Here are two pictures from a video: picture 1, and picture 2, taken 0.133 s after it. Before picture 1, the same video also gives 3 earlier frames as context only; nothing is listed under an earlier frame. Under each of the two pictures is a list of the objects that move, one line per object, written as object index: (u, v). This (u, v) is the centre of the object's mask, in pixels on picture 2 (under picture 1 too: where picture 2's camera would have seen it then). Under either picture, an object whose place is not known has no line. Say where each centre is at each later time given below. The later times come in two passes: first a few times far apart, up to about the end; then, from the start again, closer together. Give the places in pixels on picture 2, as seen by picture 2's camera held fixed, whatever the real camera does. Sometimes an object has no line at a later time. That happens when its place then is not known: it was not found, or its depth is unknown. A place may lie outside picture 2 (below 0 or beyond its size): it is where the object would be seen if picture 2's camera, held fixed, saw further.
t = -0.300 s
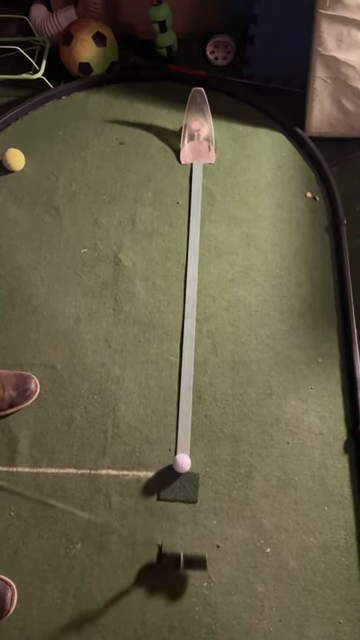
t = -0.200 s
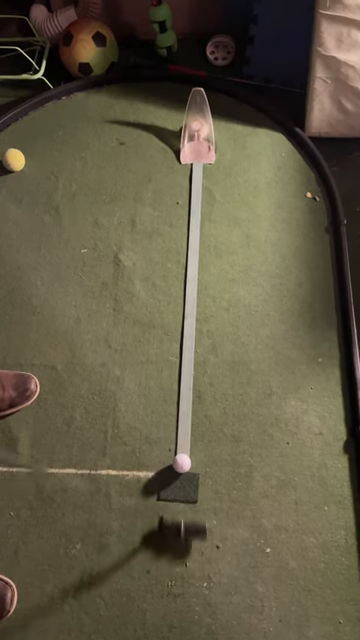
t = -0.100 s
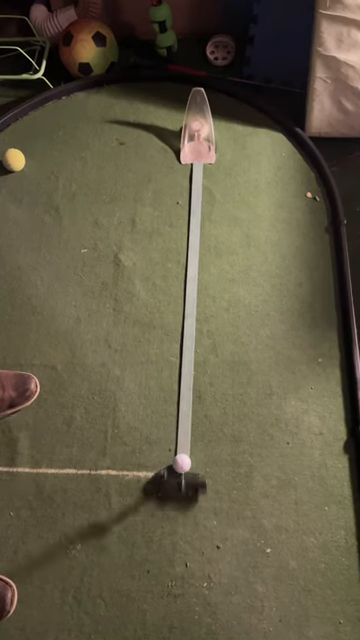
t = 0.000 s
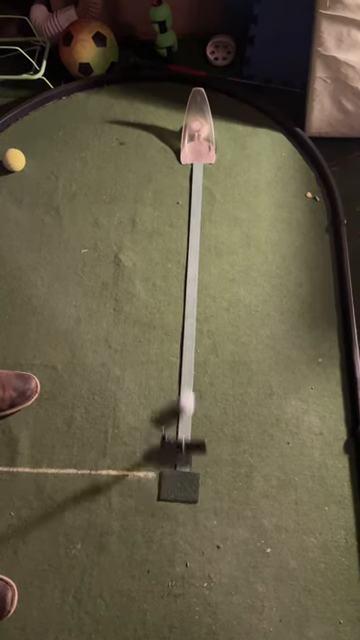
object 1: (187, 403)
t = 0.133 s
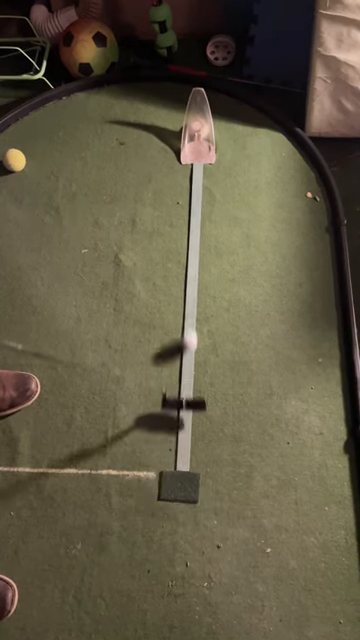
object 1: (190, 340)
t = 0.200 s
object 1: (191, 313)
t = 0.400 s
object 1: (194, 237)
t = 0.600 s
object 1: (197, 173)
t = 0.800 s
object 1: (198, 119)
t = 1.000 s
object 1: (203, 133)
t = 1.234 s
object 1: (207, 183)
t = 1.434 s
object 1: (217, 220)
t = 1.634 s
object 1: (228, 256)
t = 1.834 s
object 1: (238, 288)
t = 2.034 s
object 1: (248, 319)
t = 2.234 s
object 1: (256, 346)
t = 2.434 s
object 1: (263, 370)
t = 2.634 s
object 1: (267, 389)
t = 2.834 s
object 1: (271, 403)
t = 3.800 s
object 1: (273, 415)
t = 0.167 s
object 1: (191, 325)
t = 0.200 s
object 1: (191, 313)
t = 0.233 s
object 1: (192, 300)
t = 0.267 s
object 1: (193, 287)
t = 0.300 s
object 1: (193, 274)
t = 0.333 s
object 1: (193, 263)
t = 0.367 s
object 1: (194, 249)
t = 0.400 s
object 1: (194, 237)
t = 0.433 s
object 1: (195, 227)
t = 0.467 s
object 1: (195, 217)
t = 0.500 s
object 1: (196, 205)
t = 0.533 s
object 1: (195, 194)
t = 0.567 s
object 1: (196, 184)
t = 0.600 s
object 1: (197, 173)
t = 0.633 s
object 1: (197, 163)
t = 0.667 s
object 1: (196, 155)
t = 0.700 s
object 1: (197, 144)
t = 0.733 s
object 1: (196, 135)
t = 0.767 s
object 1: (199, 126)
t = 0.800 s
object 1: (198, 119)
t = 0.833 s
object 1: (200, 116)
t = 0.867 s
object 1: (200, 116)
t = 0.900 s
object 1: (202, 117)
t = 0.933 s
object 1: (202, 120)
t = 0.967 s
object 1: (204, 126)
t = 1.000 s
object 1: (203, 133)
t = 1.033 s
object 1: (204, 142)
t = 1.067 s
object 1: (204, 149)
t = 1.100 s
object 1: (203, 156)
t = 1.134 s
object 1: (203, 163)
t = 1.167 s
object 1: (204, 170)
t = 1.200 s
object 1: (205, 176)
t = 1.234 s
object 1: (207, 183)
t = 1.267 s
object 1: (209, 189)
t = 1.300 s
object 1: (211, 196)
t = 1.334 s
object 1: (213, 202)
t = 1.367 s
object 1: (214, 208)
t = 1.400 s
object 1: (216, 214)
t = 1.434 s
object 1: (217, 220)
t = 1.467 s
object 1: (219, 226)
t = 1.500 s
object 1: (221, 232)
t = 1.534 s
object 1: (222, 238)
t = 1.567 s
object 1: (224, 244)
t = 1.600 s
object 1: (226, 250)
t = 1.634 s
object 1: (228, 256)
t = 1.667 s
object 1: (230, 262)
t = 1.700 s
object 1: (231, 267)
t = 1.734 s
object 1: (233, 272)
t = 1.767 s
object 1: (235, 278)
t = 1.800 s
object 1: (236, 283)
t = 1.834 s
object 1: (238, 288)
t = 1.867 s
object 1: (240, 293)
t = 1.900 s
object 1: (241, 298)
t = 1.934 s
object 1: (243, 303)
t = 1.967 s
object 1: (244, 309)
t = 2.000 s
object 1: (246, 313)
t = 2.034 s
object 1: (248, 319)
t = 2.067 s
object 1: (250, 324)
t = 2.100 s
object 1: (251, 328)
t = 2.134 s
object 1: (252, 333)
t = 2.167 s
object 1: (254, 337)
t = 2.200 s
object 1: (255, 341)
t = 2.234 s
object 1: (256, 346)
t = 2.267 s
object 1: (258, 350)
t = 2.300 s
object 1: (258, 354)
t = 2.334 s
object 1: (260, 358)
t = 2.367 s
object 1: (261, 362)
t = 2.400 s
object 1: (262, 366)
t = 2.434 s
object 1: (263, 370)
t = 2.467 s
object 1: (264, 373)
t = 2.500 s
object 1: (264, 377)
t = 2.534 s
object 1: (265, 380)
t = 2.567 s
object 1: (266, 383)
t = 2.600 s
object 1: (267, 386)
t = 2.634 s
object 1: (267, 389)
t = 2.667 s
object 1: (268, 392)
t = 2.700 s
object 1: (269, 394)
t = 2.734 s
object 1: (269, 397)
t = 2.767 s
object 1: (270, 399)
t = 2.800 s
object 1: (270, 401)
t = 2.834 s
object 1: (271, 403)
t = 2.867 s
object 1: (271, 405)
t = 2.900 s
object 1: (271, 407)
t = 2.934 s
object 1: (272, 409)
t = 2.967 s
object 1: (272, 410)
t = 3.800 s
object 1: (273, 415)
